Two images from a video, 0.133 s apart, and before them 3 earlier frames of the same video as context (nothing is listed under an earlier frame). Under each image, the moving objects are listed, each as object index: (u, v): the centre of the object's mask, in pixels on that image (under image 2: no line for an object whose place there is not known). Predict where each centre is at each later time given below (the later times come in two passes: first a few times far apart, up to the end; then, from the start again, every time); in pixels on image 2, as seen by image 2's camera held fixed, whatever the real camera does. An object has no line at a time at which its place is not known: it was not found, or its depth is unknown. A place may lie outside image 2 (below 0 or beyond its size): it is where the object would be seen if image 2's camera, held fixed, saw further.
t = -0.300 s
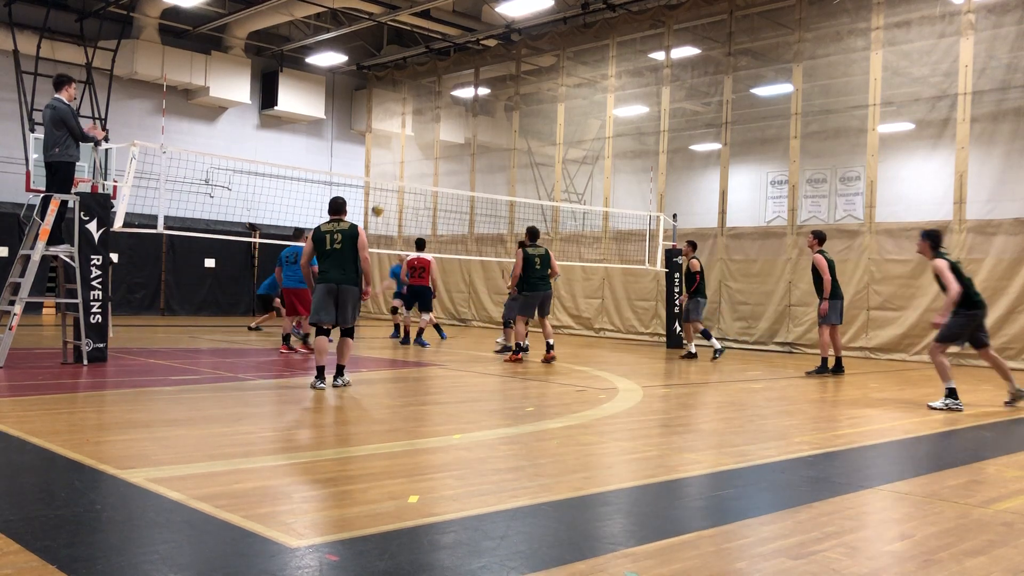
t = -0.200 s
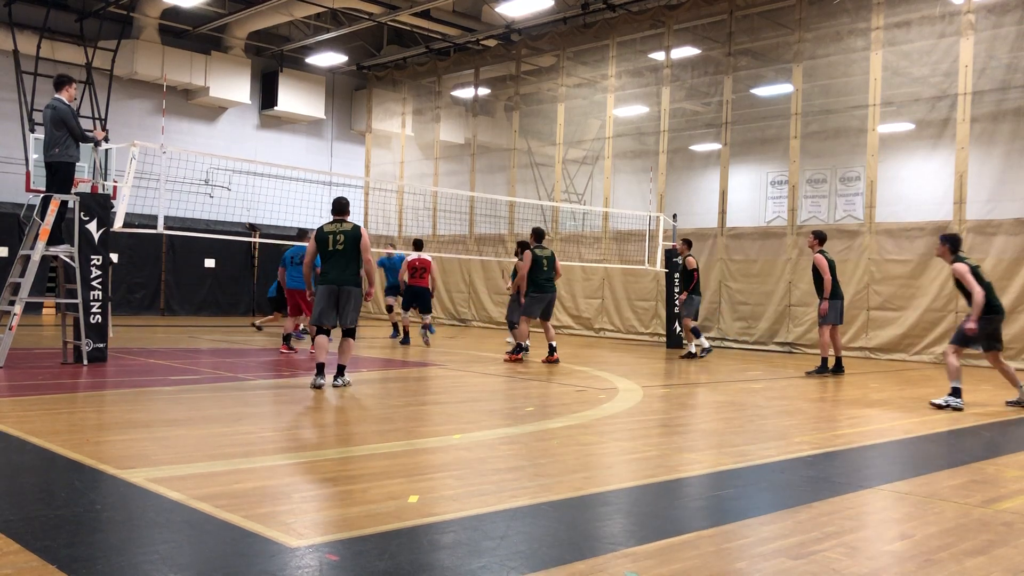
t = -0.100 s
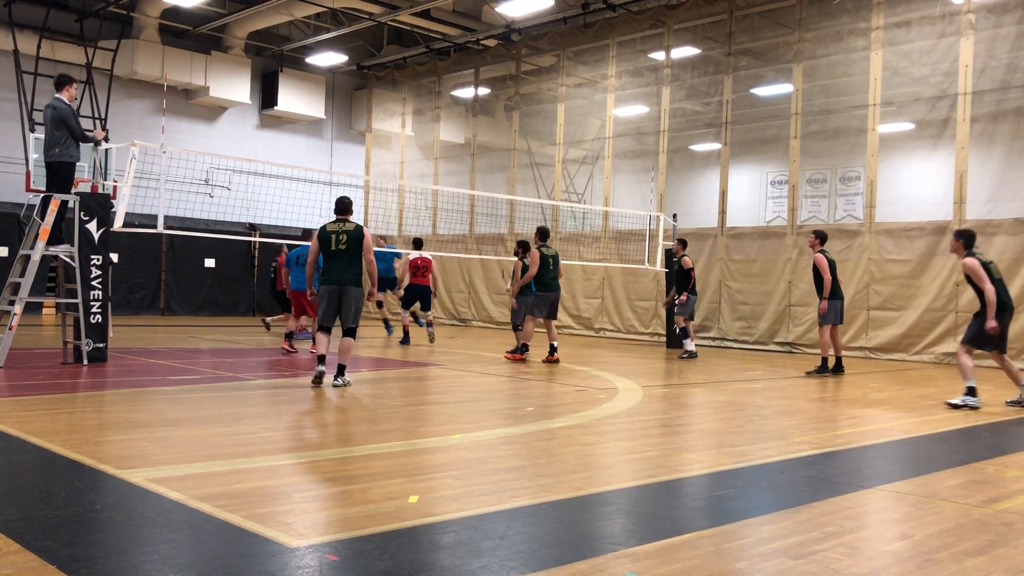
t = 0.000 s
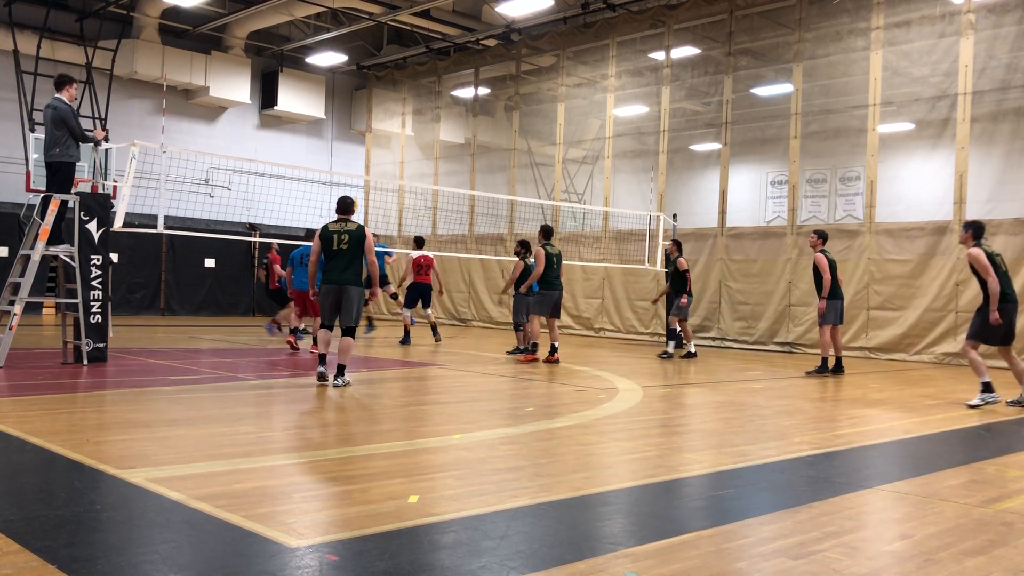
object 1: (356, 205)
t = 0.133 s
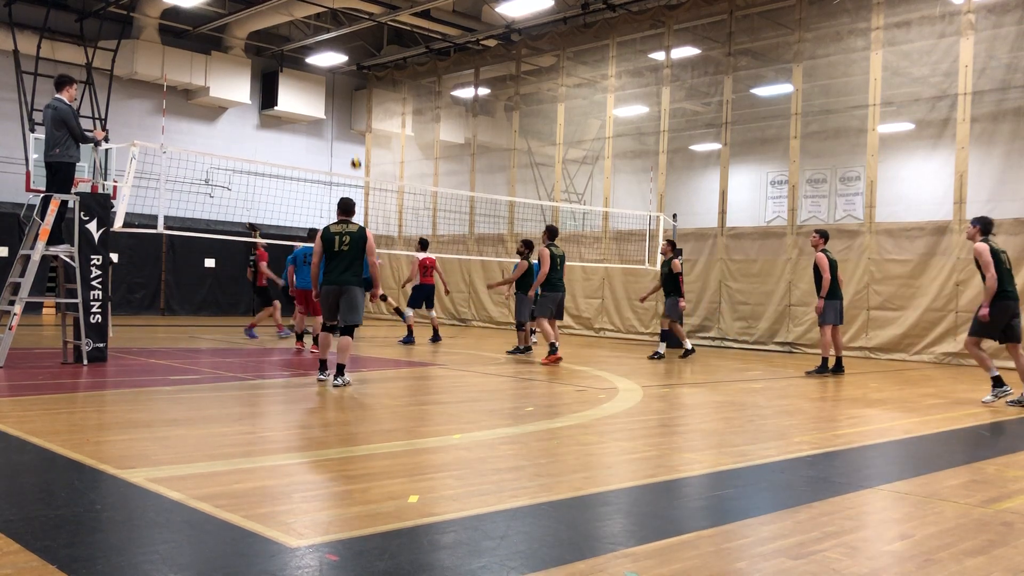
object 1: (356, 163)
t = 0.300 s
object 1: (358, 126)
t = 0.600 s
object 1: (360, 97)
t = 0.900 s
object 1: (362, 118)
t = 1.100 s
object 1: (361, 160)
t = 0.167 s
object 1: (356, 155)
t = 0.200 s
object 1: (357, 147)
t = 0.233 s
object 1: (357, 140)
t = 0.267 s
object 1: (357, 132)
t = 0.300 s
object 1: (358, 126)
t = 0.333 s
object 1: (359, 120)
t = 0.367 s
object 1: (358, 115)
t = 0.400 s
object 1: (359, 111)
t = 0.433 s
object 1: (359, 107)
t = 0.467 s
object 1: (360, 104)
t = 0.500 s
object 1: (360, 102)
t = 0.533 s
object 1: (360, 100)
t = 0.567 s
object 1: (360, 98)
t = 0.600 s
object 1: (360, 97)
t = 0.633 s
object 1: (361, 97)
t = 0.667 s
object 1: (361, 98)
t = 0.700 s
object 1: (361, 99)
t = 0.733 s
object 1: (361, 101)
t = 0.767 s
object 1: (362, 103)
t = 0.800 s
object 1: (362, 105)
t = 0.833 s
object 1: (362, 108)
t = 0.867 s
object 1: (362, 113)
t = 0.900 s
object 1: (362, 118)
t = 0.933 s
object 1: (362, 123)
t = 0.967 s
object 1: (362, 129)
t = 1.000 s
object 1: (362, 136)
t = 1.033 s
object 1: (362, 143)
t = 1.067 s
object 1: (361, 151)
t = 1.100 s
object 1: (361, 160)
